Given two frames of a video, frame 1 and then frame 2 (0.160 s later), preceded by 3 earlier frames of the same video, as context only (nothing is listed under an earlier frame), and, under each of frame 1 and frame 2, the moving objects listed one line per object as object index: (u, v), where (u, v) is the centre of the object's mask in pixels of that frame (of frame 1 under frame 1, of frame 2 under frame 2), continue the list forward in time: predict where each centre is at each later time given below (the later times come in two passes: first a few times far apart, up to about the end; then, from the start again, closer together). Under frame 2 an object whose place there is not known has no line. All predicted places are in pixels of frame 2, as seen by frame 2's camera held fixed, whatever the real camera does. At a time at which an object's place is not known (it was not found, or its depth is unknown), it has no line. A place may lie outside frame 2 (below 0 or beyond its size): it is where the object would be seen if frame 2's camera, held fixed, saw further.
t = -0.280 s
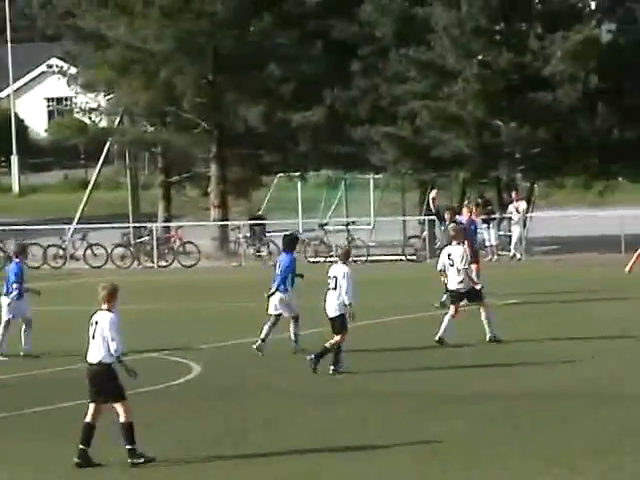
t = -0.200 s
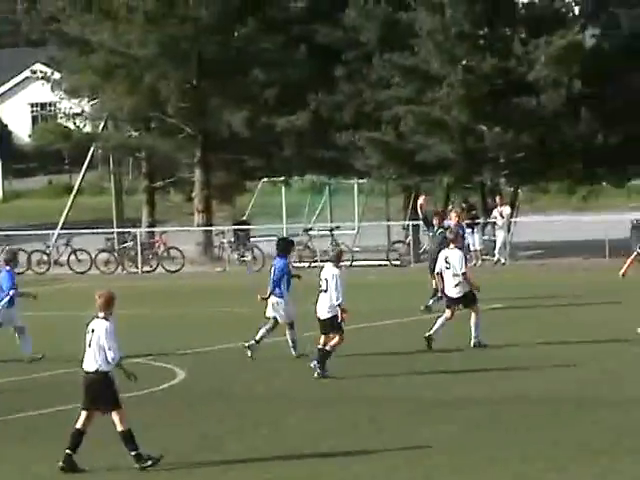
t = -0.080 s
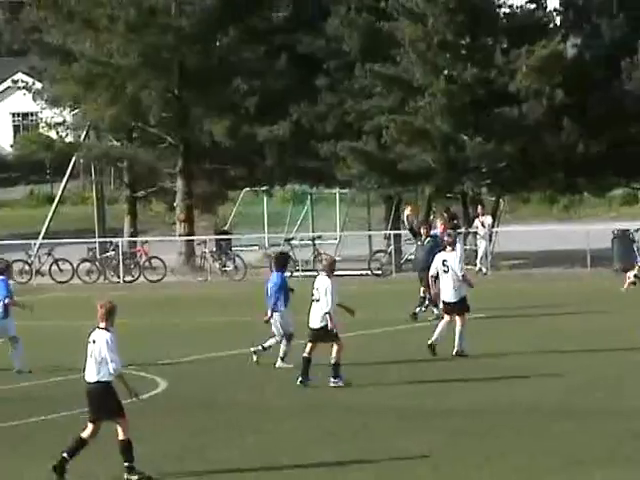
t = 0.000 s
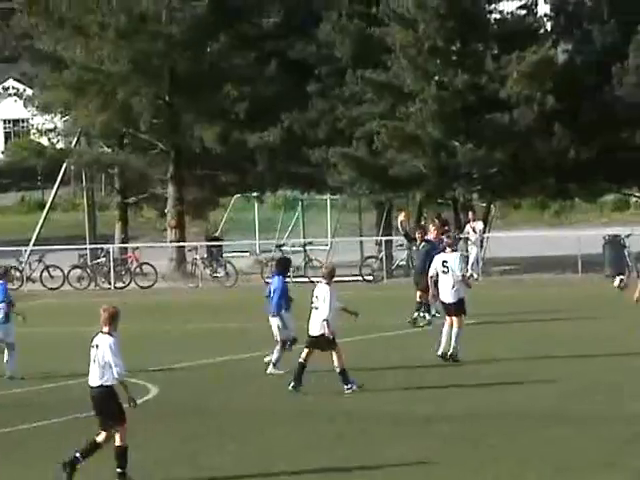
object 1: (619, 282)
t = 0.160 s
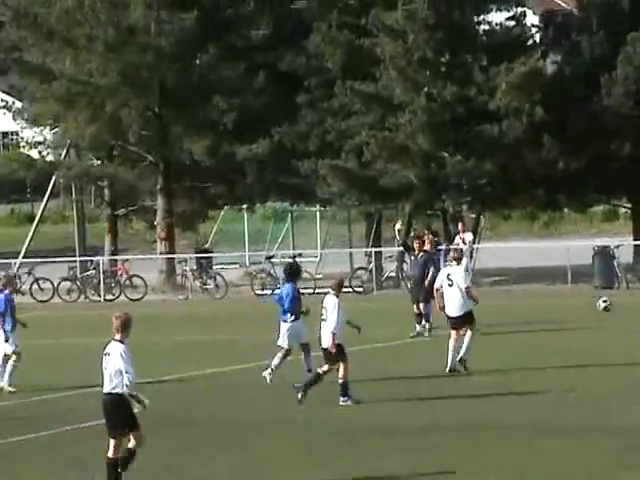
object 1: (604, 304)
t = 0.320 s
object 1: (599, 333)
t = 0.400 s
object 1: (596, 354)
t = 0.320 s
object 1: (599, 333)
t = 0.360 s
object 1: (597, 343)
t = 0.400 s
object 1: (596, 354)
